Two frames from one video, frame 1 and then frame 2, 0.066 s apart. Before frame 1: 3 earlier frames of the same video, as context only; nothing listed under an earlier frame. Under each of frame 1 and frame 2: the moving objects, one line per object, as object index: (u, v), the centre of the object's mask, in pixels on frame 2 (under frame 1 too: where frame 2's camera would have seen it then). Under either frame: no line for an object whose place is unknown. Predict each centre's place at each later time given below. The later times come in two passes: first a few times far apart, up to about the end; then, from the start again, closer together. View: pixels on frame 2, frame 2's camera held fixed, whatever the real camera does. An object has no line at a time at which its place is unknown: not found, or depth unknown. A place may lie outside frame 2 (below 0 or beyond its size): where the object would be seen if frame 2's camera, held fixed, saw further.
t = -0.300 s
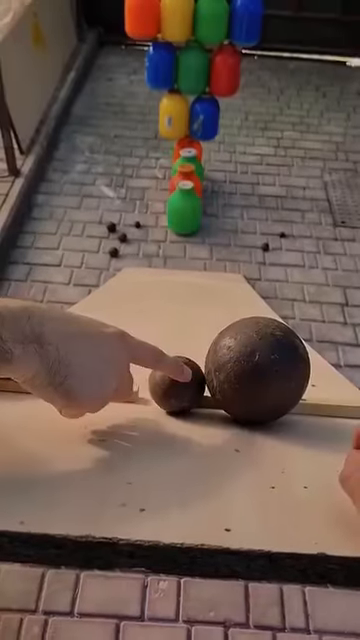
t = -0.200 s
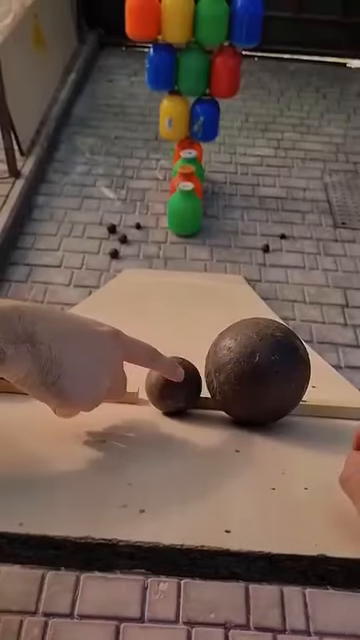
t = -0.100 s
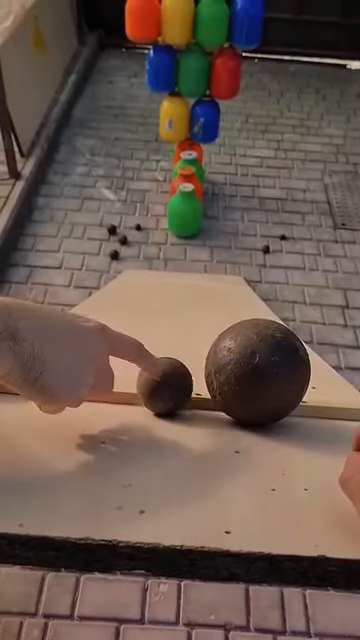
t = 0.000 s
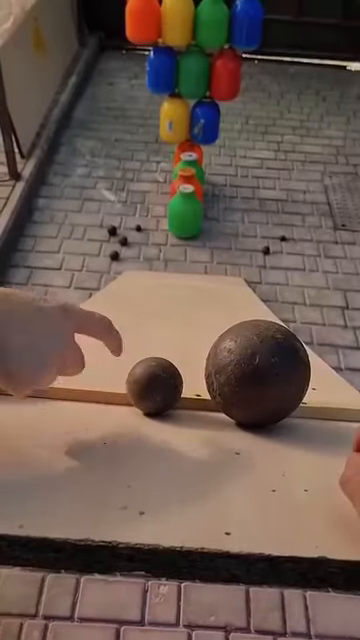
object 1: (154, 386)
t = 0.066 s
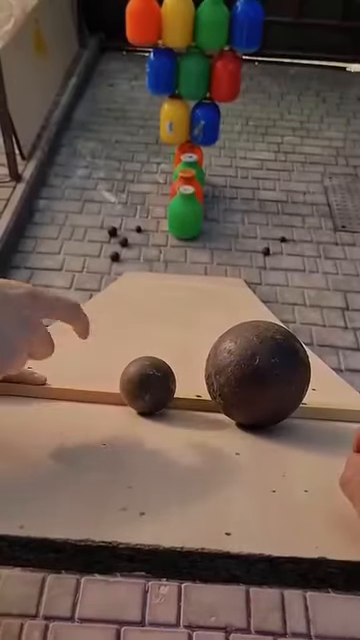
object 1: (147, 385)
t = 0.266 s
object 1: (147, 385)
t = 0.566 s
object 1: (147, 385)
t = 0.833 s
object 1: (140, 383)
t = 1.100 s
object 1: (138, 368)
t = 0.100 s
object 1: (146, 385)
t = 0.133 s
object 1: (147, 385)
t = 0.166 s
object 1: (147, 385)
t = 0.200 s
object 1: (147, 385)
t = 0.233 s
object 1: (147, 385)
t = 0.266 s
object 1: (147, 385)
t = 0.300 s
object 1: (147, 385)
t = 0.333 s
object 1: (147, 385)
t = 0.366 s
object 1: (147, 385)
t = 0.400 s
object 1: (147, 385)
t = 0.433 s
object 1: (147, 385)
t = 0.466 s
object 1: (147, 385)
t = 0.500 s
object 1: (147, 385)
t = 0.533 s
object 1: (147, 385)
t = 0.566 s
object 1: (147, 385)
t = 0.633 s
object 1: (146, 384)
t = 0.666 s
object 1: (146, 384)
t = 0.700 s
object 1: (145, 384)
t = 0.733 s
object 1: (144, 384)
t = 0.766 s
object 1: (143, 383)
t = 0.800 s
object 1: (141, 383)
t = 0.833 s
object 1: (140, 383)
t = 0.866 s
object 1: (139, 382)
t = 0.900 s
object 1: (138, 382)
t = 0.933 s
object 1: (137, 381)
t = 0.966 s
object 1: (136, 380)
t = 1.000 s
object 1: (136, 378)
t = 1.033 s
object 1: (137, 375)
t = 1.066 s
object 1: (137, 372)
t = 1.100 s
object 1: (138, 368)
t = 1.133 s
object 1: (139, 363)
